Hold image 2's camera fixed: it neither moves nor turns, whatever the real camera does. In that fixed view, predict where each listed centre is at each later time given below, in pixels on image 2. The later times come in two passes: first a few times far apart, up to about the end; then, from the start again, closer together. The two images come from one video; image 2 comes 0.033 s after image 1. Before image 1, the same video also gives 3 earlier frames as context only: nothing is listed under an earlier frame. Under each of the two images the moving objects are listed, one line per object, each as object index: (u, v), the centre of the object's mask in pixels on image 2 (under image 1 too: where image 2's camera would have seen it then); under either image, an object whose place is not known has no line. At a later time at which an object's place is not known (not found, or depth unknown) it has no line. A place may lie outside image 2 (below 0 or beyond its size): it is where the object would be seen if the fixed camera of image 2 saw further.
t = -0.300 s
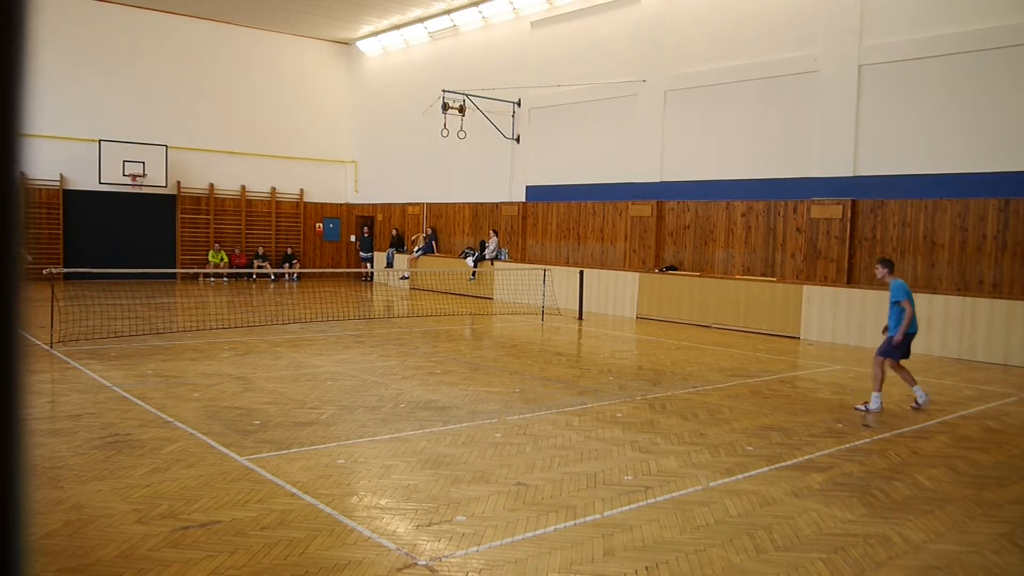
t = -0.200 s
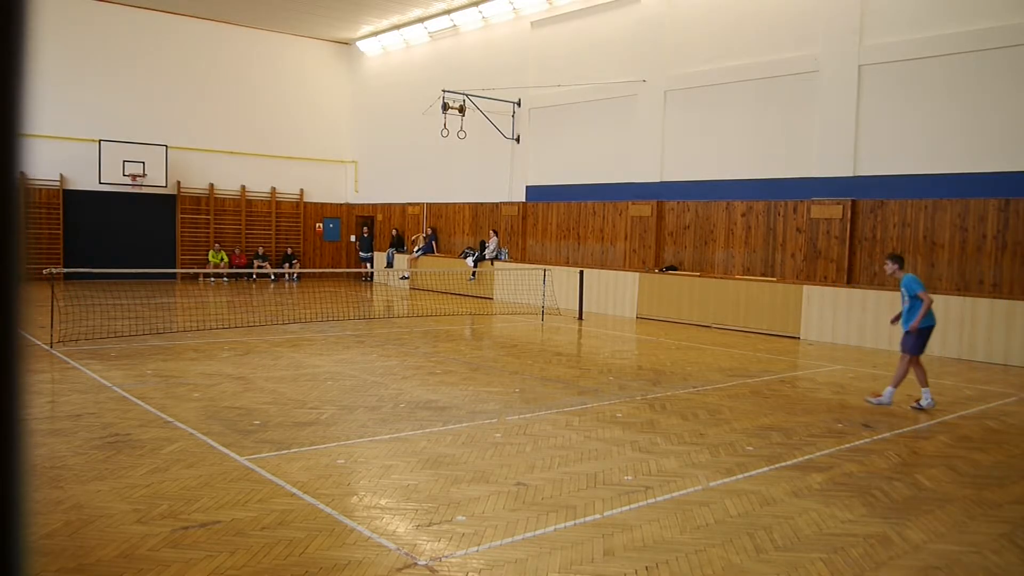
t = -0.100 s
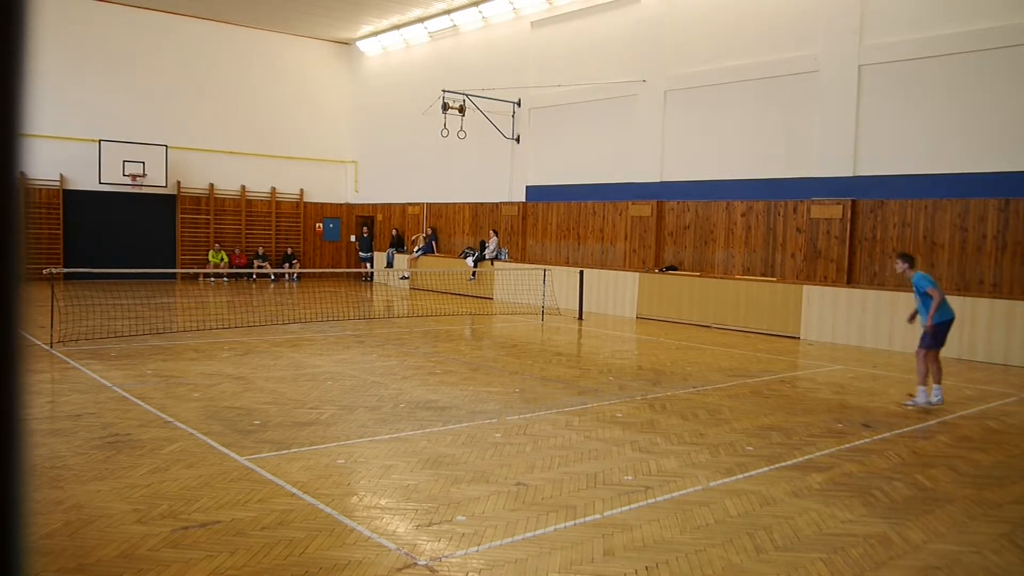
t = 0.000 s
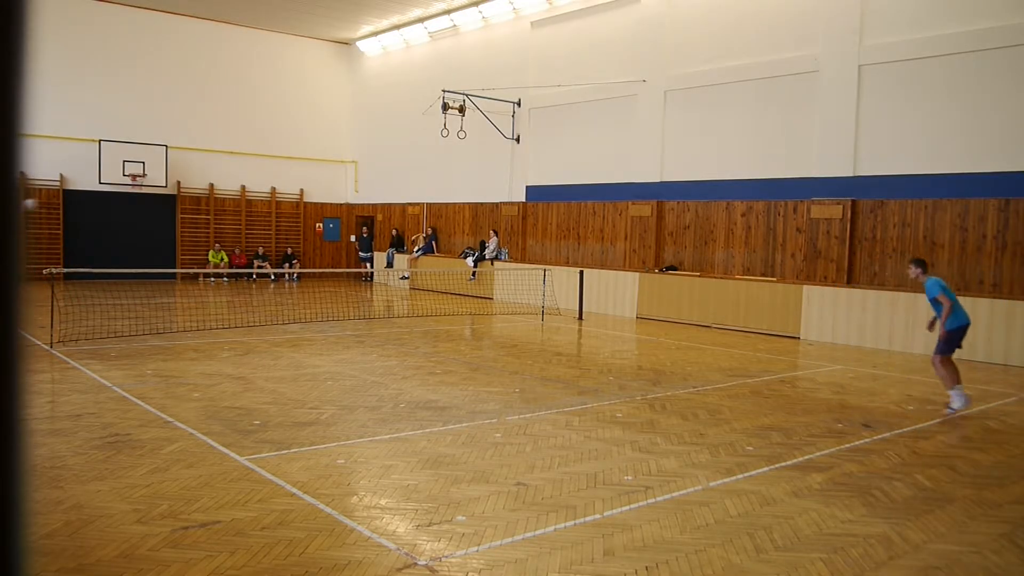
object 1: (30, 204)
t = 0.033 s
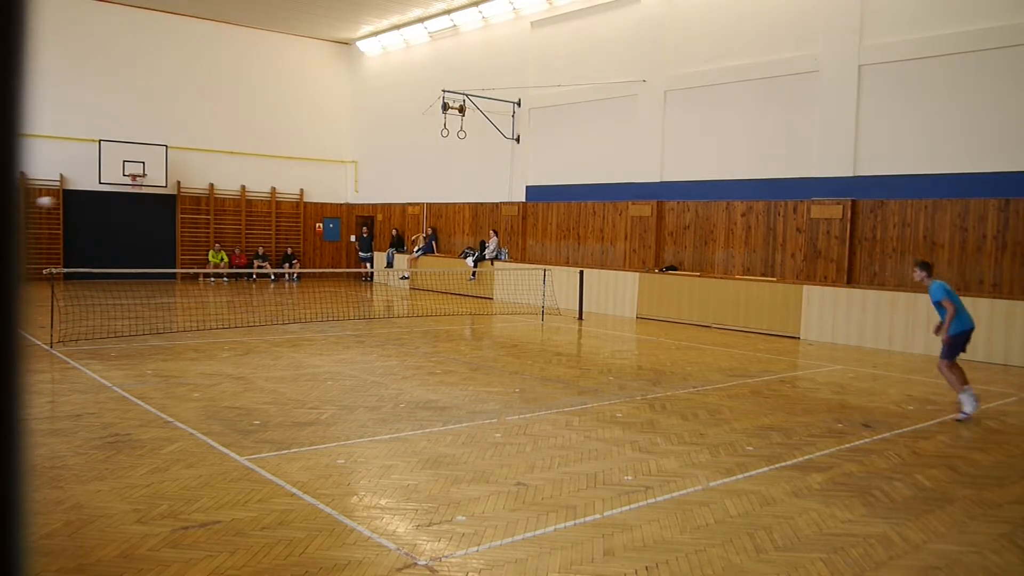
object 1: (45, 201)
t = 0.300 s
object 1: (190, 208)
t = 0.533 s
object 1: (334, 260)
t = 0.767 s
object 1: (494, 355)
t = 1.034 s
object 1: (631, 285)
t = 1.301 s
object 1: (787, 269)
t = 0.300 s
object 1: (190, 208)
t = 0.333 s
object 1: (209, 213)
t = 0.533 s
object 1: (334, 260)
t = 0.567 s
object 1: (355, 272)
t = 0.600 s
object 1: (377, 285)
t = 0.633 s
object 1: (401, 299)
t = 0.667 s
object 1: (425, 315)
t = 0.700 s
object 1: (449, 332)
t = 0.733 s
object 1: (472, 350)
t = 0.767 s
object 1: (494, 355)
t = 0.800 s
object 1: (509, 345)
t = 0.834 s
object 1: (527, 333)
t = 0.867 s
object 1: (543, 323)
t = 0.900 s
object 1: (560, 315)
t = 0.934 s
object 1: (578, 307)
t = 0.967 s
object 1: (596, 298)
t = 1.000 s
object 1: (613, 291)
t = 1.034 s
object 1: (631, 285)
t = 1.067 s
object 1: (650, 279)
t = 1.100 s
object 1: (668, 274)
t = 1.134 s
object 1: (687, 271)
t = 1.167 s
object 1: (707, 268)
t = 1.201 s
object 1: (726, 267)
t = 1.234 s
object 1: (746, 267)
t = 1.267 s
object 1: (766, 268)
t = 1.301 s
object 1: (787, 269)
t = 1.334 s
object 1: (807, 271)
